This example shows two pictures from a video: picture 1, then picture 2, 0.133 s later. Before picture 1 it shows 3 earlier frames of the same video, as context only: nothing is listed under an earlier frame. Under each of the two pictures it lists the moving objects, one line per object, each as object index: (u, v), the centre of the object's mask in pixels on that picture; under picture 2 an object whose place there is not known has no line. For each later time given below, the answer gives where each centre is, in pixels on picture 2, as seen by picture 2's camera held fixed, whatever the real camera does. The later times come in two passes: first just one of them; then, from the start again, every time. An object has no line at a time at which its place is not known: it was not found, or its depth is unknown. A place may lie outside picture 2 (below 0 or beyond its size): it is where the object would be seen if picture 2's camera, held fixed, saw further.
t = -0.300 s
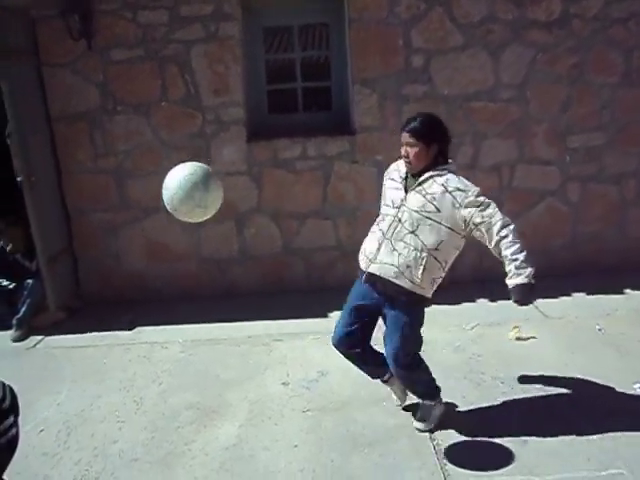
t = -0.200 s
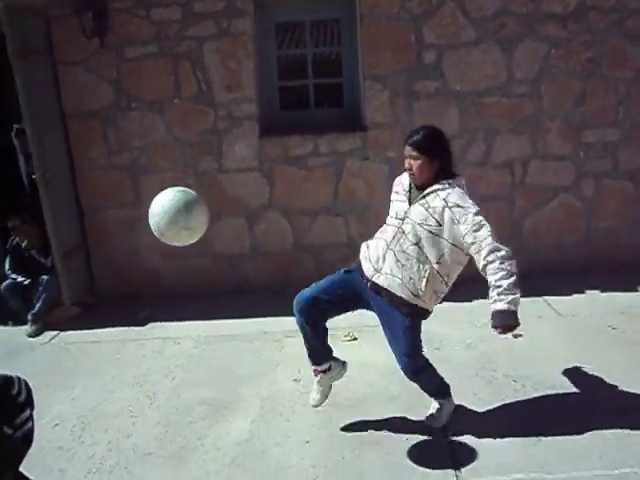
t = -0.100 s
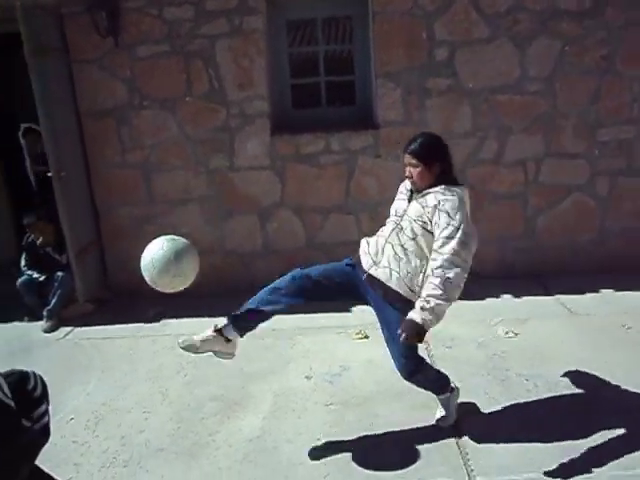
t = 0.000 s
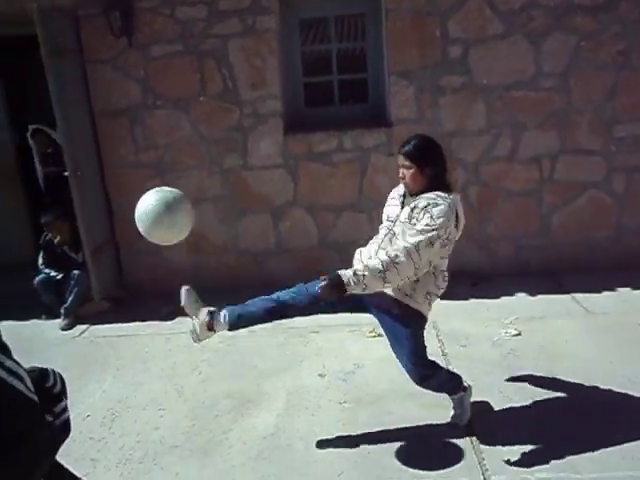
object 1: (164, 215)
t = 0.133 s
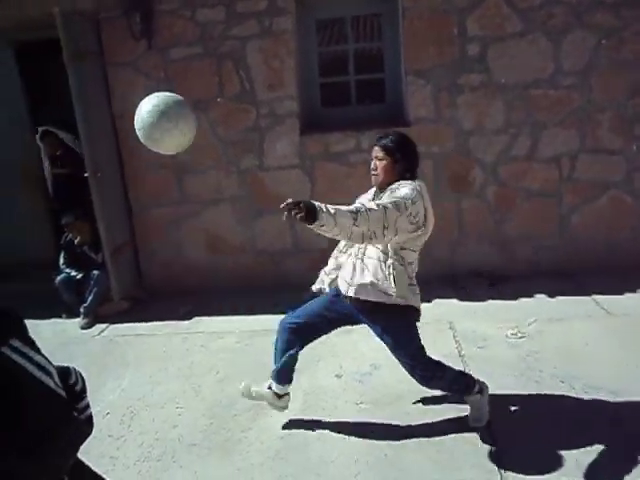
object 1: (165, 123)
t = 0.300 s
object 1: (151, 64)
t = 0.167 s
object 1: (161, 105)
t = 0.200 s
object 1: (158, 90)
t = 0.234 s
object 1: (155, 79)
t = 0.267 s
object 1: (154, 70)
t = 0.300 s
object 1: (151, 64)
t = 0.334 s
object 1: (151, 61)
